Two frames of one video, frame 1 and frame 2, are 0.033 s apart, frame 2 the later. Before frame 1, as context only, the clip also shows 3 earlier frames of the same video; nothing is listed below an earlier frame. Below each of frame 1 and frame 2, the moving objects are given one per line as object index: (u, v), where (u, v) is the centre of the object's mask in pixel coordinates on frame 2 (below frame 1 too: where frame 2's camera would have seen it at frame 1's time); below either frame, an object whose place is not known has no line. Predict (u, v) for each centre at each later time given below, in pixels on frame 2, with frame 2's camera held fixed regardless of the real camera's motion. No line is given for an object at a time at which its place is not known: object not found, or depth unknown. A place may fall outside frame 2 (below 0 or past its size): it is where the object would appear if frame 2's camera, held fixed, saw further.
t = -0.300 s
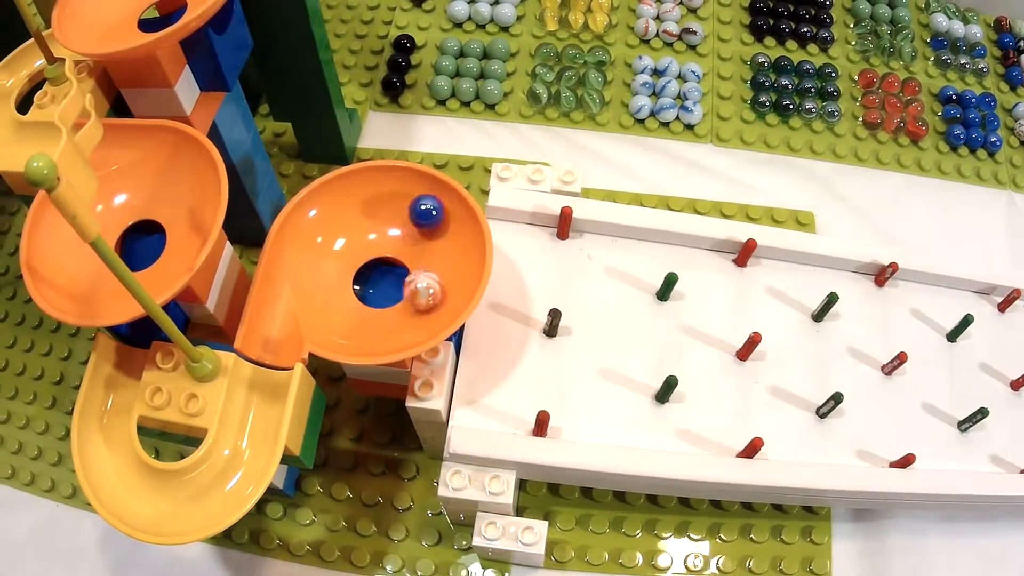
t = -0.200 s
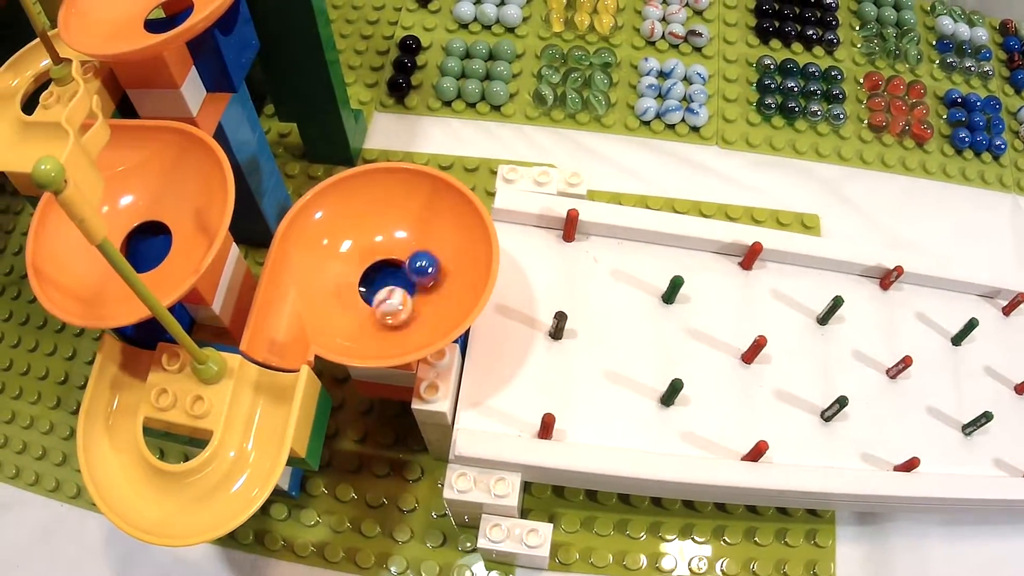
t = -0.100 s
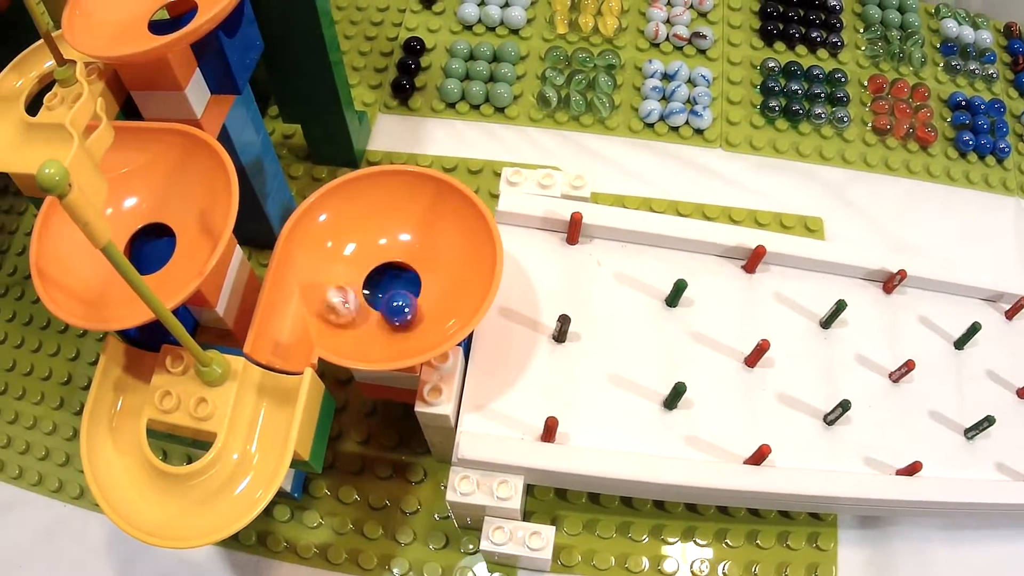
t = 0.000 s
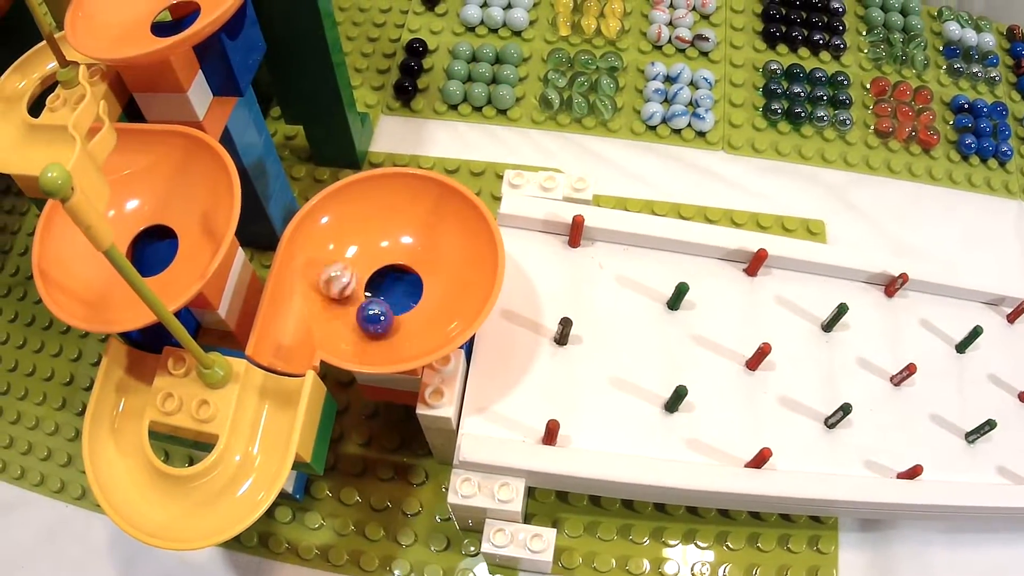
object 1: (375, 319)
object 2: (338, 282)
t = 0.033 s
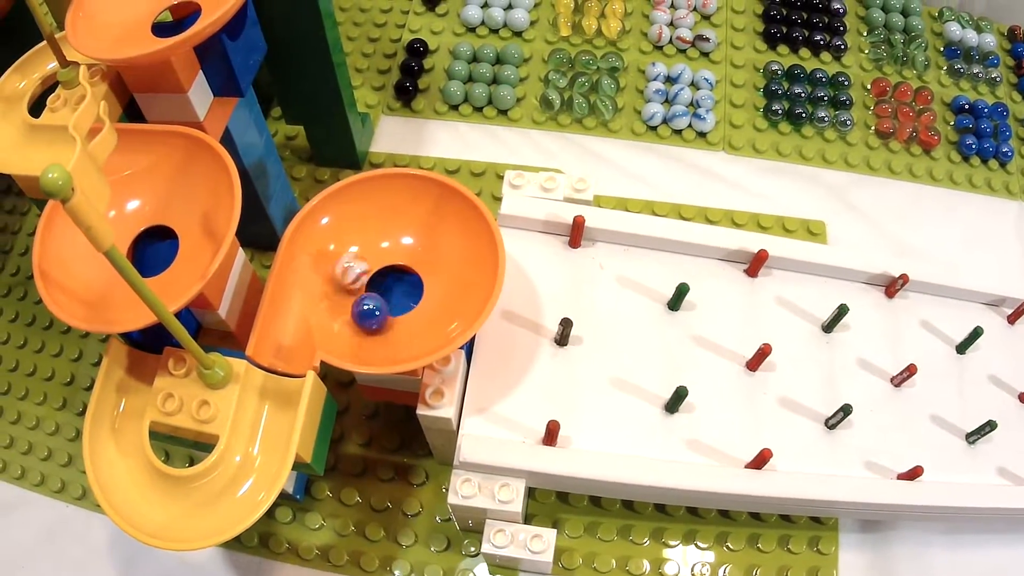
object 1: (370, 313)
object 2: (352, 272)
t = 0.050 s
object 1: (368, 309)
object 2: (361, 266)
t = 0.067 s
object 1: (367, 303)
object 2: (366, 262)
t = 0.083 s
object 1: (367, 298)
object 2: (376, 258)
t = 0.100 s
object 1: (367, 292)
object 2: (387, 254)
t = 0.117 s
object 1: (368, 287)
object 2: (397, 250)
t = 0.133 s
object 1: (372, 282)
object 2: (408, 247)
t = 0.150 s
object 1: (377, 278)
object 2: (418, 246)
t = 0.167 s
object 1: (386, 275)
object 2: (426, 244)
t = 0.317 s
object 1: (525, 331)
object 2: (441, 280)
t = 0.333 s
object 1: (536, 333)
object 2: (433, 287)
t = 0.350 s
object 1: (523, 334)
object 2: (426, 294)
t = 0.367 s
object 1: (510, 337)
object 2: (417, 300)
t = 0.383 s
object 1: (497, 342)
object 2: (409, 305)
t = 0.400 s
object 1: (488, 345)
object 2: (399, 309)
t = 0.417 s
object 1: (487, 349)
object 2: (389, 313)
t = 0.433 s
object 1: (491, 352)
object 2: (379, 316)
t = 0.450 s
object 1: (495, 356)
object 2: (371, 317)
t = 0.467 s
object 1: (499, 359)
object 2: (362, 318)
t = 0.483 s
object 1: (503, 363)
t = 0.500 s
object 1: (508, 367)
